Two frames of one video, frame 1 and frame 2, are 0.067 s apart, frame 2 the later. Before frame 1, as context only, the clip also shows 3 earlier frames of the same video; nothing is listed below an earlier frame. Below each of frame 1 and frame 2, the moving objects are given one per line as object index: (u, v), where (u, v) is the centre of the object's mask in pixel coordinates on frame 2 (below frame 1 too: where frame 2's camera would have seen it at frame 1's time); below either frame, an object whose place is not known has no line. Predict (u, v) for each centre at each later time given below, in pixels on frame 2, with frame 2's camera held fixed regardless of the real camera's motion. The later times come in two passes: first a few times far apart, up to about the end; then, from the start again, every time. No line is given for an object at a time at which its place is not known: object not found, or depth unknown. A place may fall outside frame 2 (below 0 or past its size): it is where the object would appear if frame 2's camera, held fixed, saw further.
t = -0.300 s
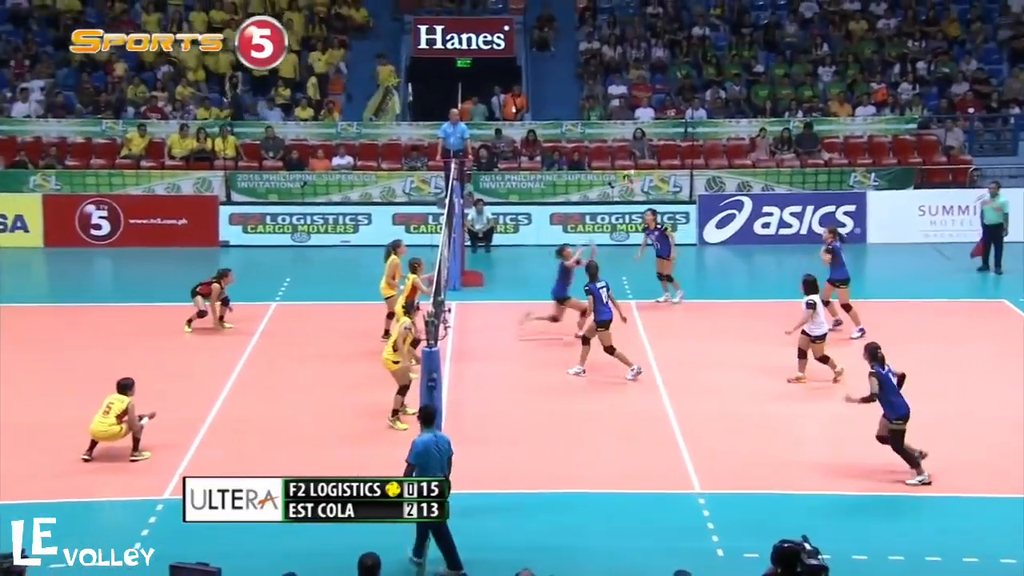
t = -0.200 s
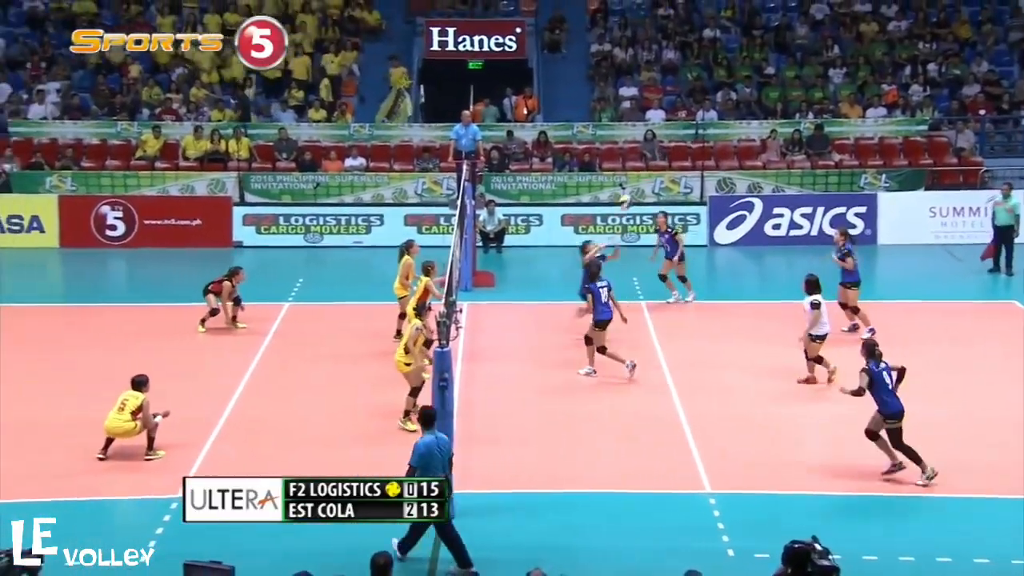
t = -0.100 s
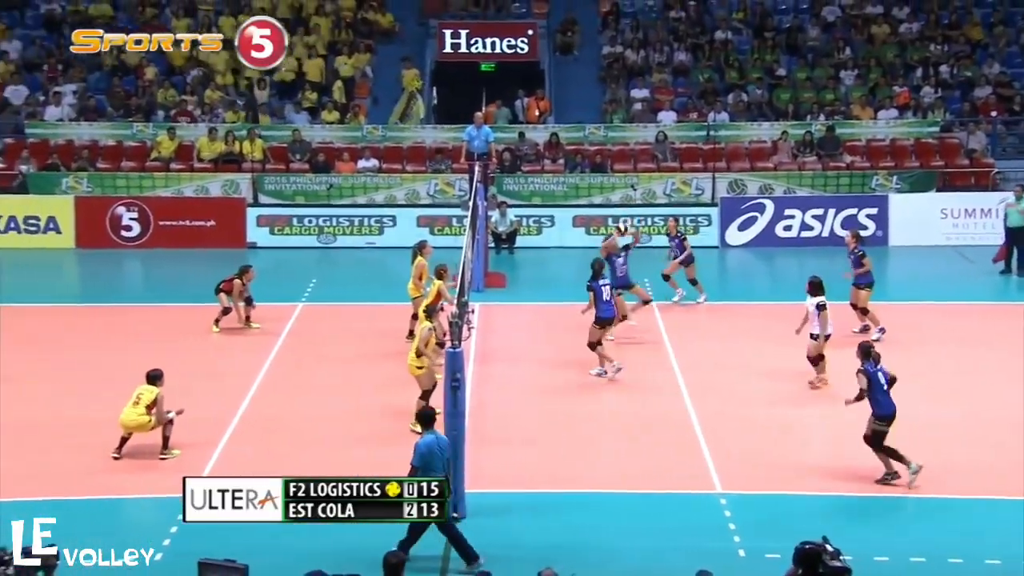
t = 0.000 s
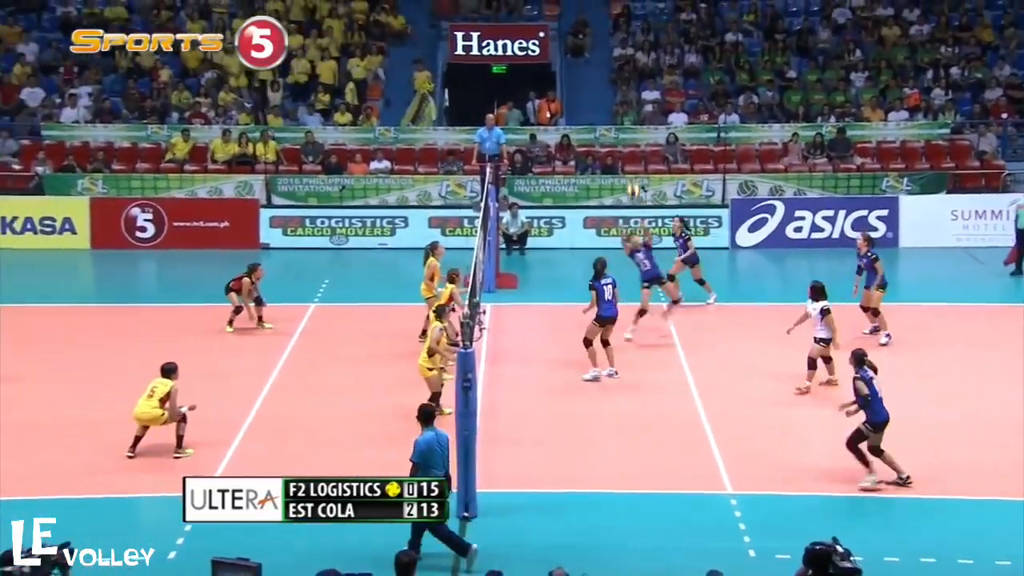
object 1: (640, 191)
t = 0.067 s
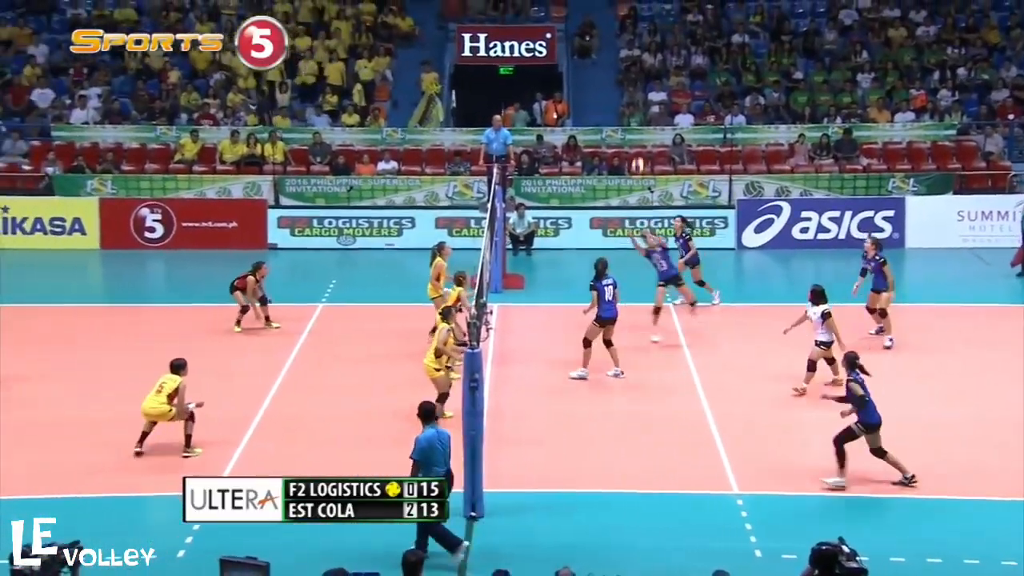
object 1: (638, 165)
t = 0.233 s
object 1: (634, 110)
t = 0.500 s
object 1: (625, 64)
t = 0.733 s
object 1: (615, 64)
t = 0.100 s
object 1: (637, 152)
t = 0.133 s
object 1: (637, 141)
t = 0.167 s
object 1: (636, 131)
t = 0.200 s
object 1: (635, 119)
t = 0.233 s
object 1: (634, 110)
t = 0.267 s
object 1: (634, 102)
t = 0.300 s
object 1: (633, 95)
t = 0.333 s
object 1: (631, 87)
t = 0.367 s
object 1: (630, 82)
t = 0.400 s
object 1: (629, 76)
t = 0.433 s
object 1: (628, 71)
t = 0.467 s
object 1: (626, 67)
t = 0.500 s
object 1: (625, 64)
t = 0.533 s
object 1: (623, 61)
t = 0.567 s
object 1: (622, 60)
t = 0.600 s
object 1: (620, 59)
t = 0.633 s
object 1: (619, 59)
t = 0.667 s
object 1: (618, 60)
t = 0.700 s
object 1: (616, 62)
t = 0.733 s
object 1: (615, 64)
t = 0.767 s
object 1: (613, 68)
